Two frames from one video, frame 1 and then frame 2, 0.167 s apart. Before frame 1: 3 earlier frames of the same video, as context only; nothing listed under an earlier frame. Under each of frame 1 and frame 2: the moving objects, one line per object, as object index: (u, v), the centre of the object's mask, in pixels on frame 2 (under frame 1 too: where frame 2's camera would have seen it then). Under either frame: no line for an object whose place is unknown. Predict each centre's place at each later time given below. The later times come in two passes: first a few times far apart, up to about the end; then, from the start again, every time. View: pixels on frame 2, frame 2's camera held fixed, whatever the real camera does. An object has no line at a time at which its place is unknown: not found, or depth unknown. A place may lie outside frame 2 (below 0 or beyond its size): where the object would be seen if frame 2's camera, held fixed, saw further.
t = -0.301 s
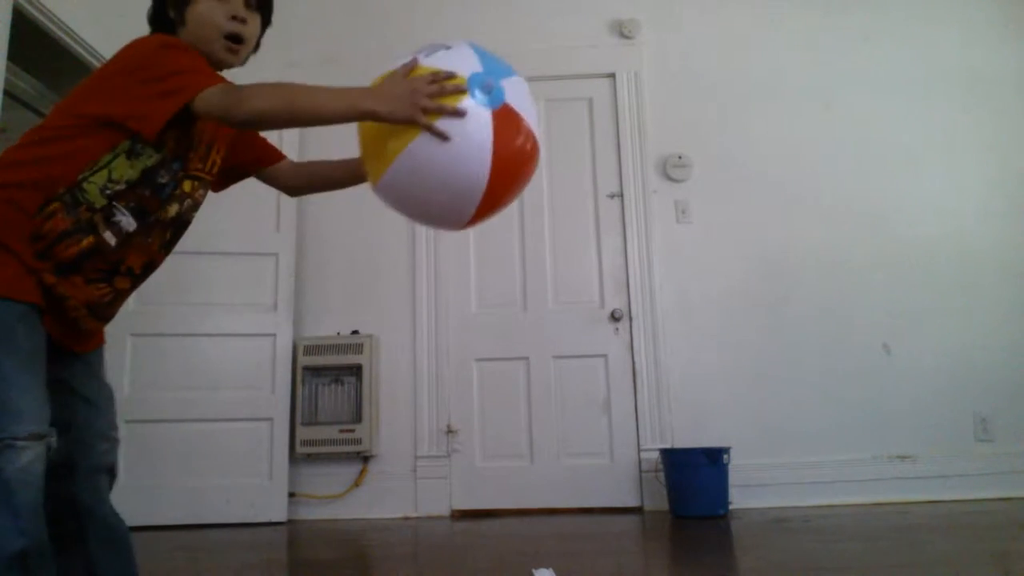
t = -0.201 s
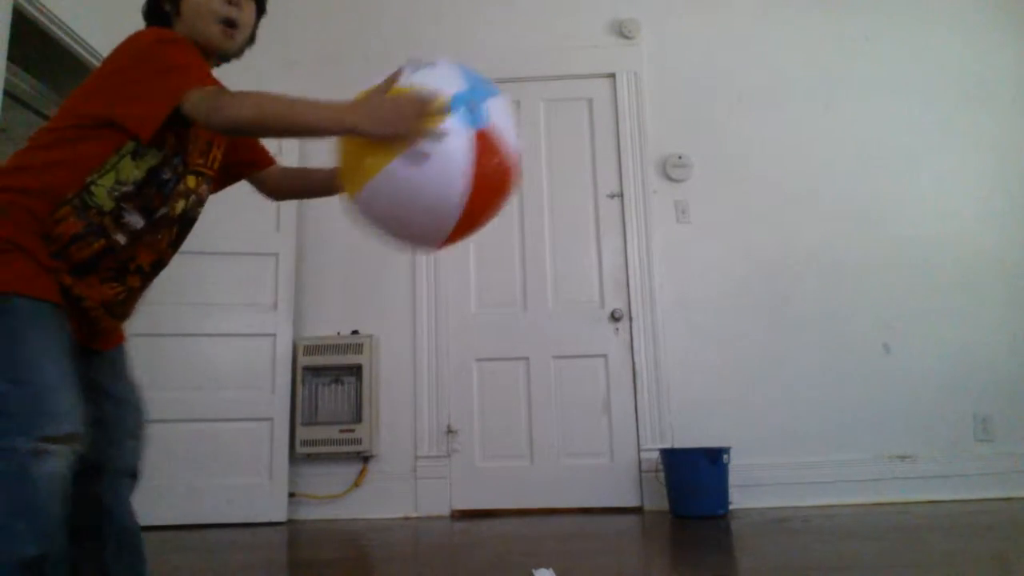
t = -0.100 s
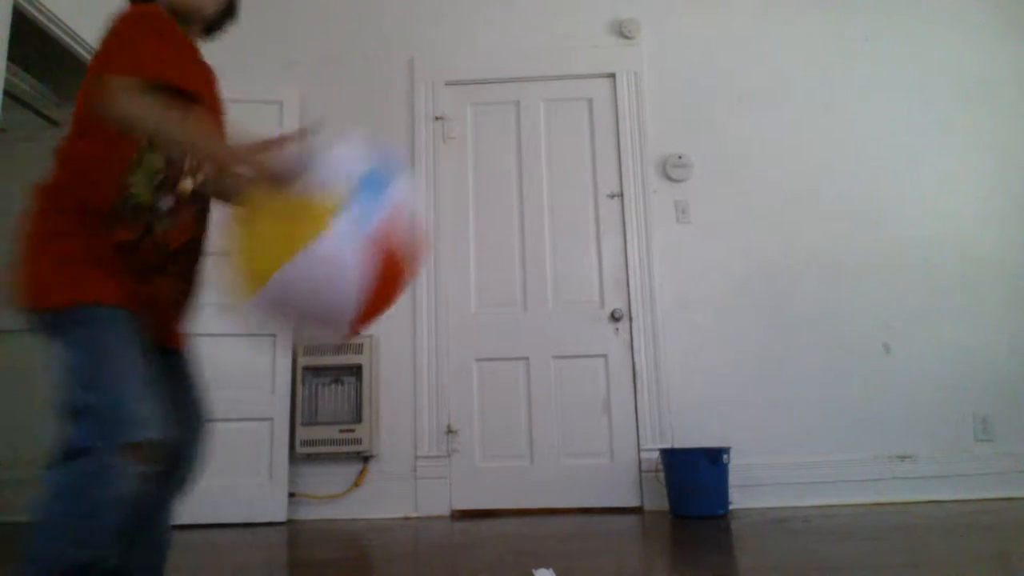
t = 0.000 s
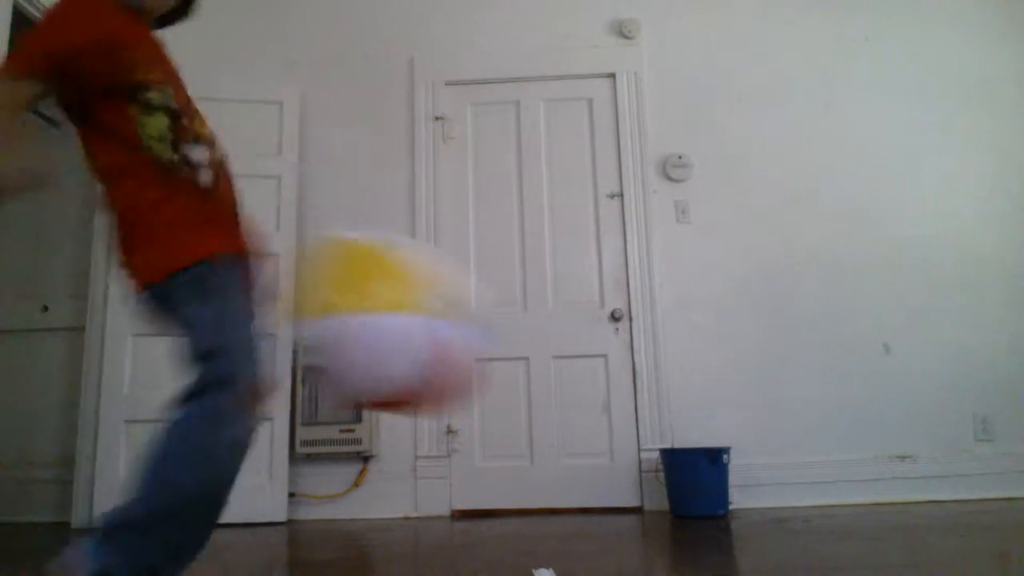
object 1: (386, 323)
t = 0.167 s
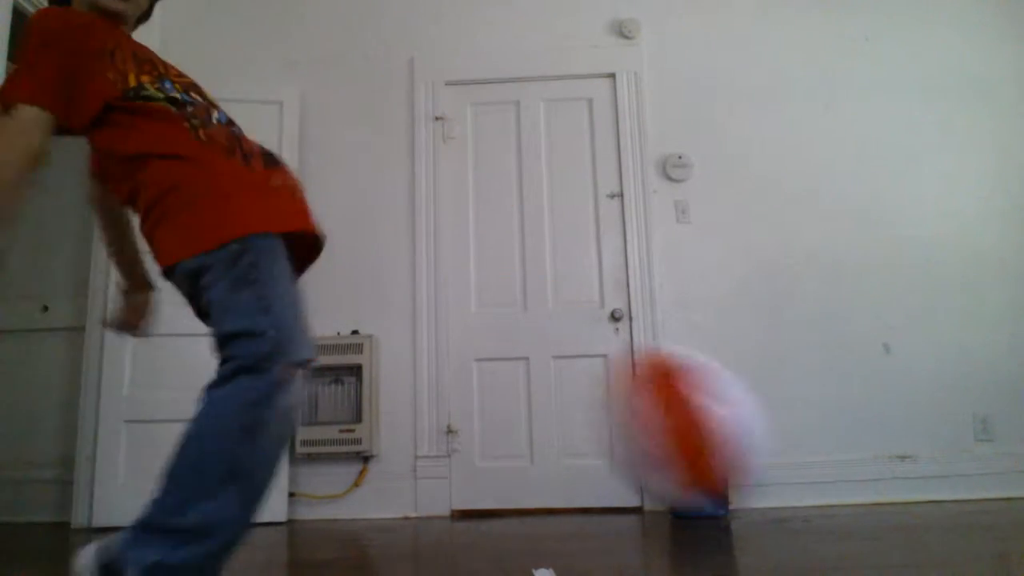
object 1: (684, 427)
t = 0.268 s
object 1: (810, 505)
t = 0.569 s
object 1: (963, 406)
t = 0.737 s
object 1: (1000, 443)
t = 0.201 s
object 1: (727, 455)
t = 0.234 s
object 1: (775, 486)
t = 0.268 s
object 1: (810, 505)
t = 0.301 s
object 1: (831, 479)
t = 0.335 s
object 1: (853, 460)
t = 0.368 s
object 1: (871, 445)
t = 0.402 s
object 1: (889, 431)
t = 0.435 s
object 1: (905, 420)
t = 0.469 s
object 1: (919, 414)
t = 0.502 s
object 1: (935, 409)
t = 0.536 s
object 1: (951, 409)
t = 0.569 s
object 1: (963, 406)
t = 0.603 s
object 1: (972, 407)
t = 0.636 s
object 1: (979, 413)
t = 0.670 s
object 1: (987, 423)
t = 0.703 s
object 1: (993, 430)
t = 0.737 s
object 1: (1000, 443)
